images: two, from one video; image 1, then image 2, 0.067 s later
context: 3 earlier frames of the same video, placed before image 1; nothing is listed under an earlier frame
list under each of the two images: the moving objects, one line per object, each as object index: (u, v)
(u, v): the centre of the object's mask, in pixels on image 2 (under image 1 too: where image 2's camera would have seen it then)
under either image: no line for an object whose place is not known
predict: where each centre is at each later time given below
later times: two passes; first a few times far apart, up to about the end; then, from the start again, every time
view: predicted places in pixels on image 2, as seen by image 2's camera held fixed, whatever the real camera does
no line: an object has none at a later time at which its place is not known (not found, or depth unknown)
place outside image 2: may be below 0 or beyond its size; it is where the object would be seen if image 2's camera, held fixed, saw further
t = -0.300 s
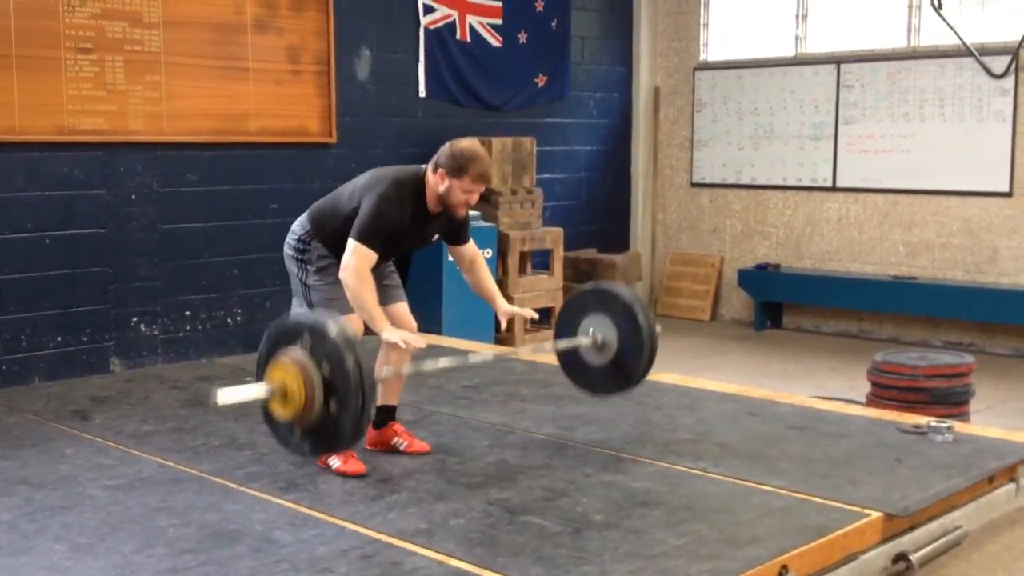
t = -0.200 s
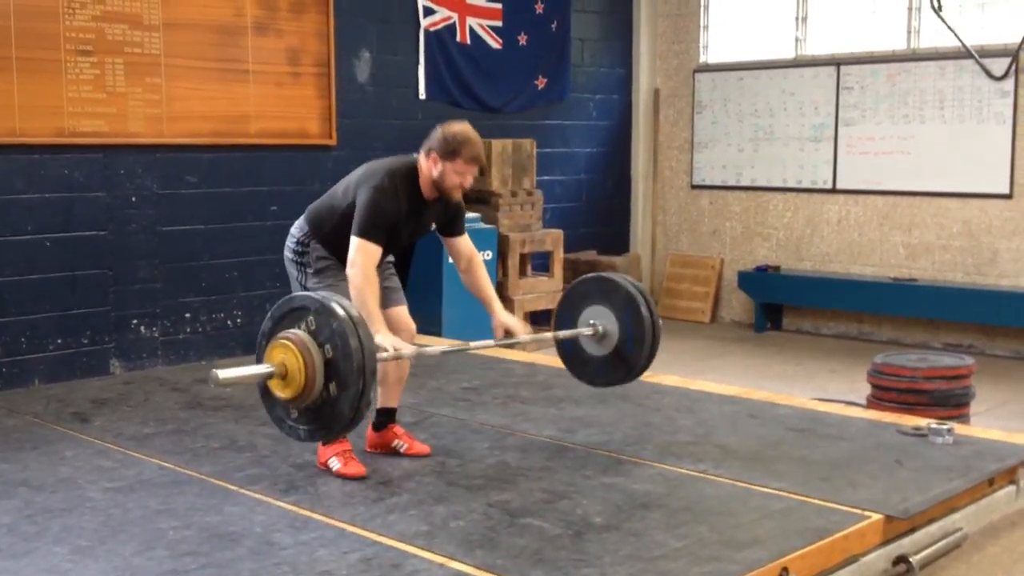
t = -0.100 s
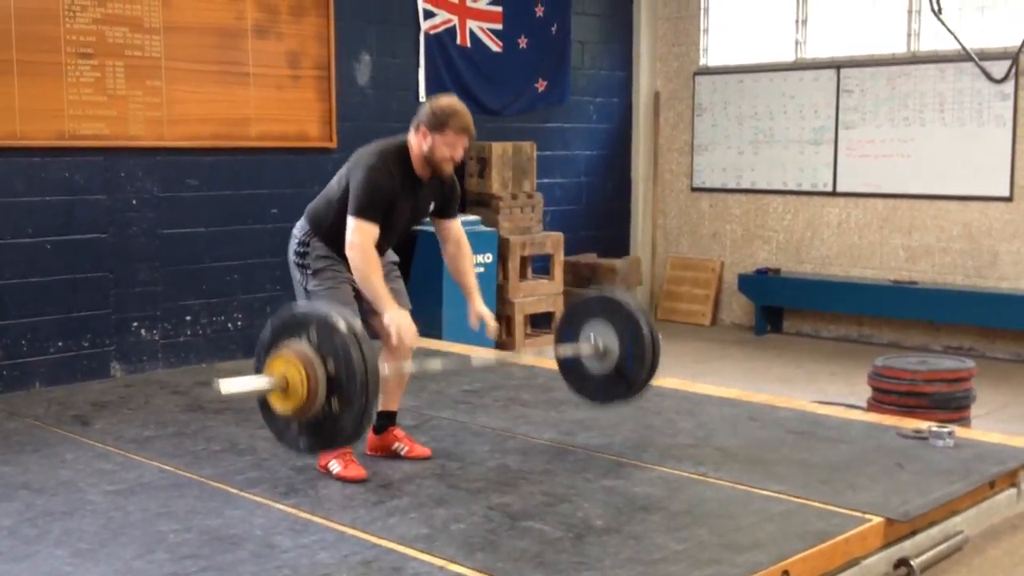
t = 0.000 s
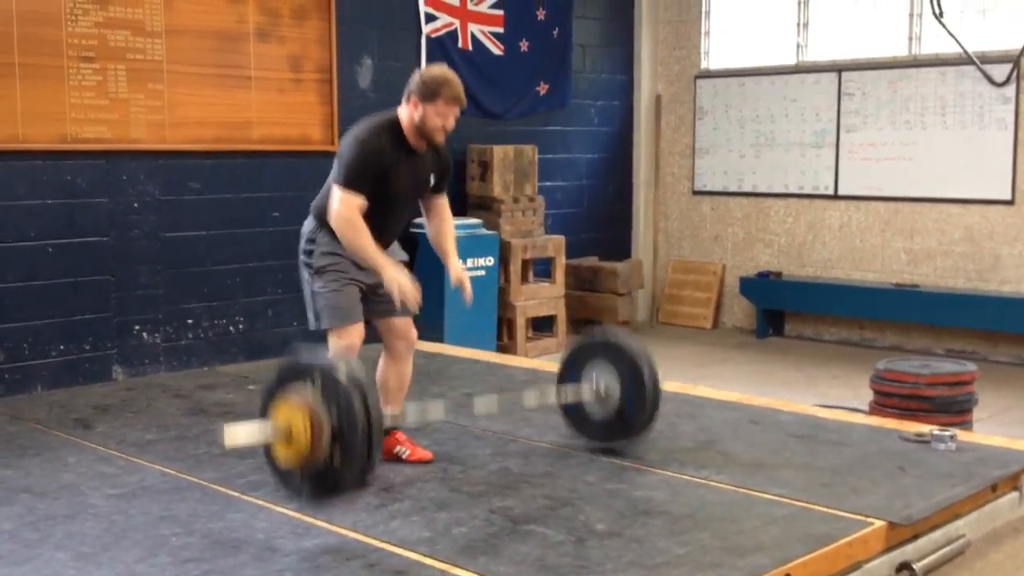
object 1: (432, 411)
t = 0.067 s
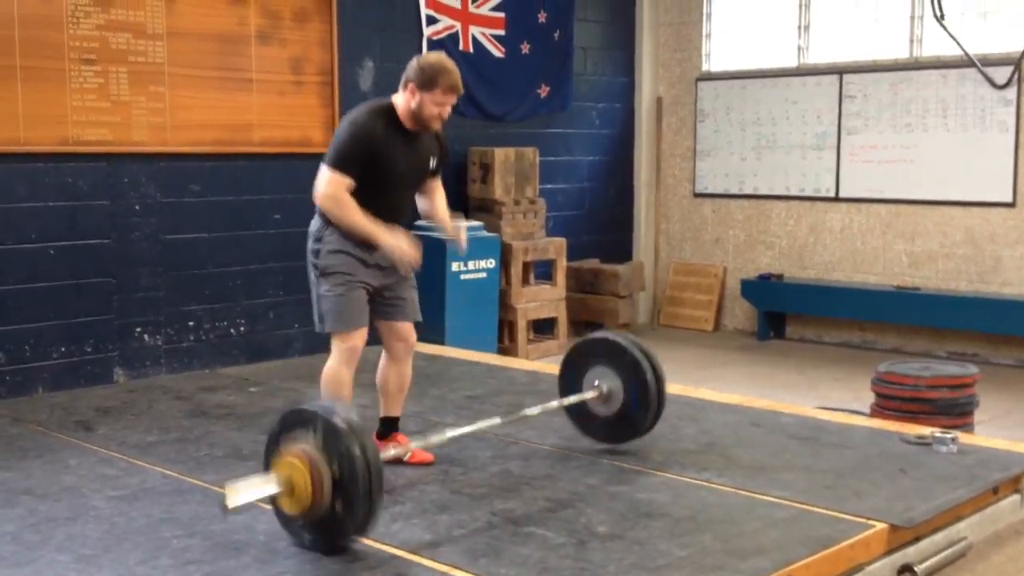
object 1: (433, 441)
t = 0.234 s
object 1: (434, 419)
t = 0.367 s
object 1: (434, 440)
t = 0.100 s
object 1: (438, 432)
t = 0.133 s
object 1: (436, 424)
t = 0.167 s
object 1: (436, 419)
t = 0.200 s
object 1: (434, 418)
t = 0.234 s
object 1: (434, 419)
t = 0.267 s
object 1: (435, 422)
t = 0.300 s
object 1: (436, 429)
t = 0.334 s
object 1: (435, 433)
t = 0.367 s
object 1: (434, 440)
